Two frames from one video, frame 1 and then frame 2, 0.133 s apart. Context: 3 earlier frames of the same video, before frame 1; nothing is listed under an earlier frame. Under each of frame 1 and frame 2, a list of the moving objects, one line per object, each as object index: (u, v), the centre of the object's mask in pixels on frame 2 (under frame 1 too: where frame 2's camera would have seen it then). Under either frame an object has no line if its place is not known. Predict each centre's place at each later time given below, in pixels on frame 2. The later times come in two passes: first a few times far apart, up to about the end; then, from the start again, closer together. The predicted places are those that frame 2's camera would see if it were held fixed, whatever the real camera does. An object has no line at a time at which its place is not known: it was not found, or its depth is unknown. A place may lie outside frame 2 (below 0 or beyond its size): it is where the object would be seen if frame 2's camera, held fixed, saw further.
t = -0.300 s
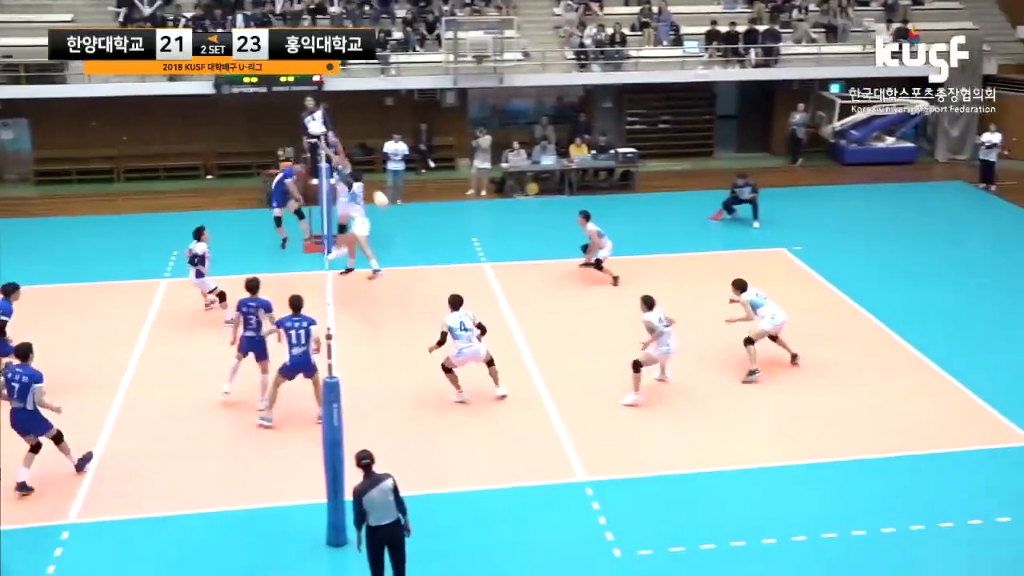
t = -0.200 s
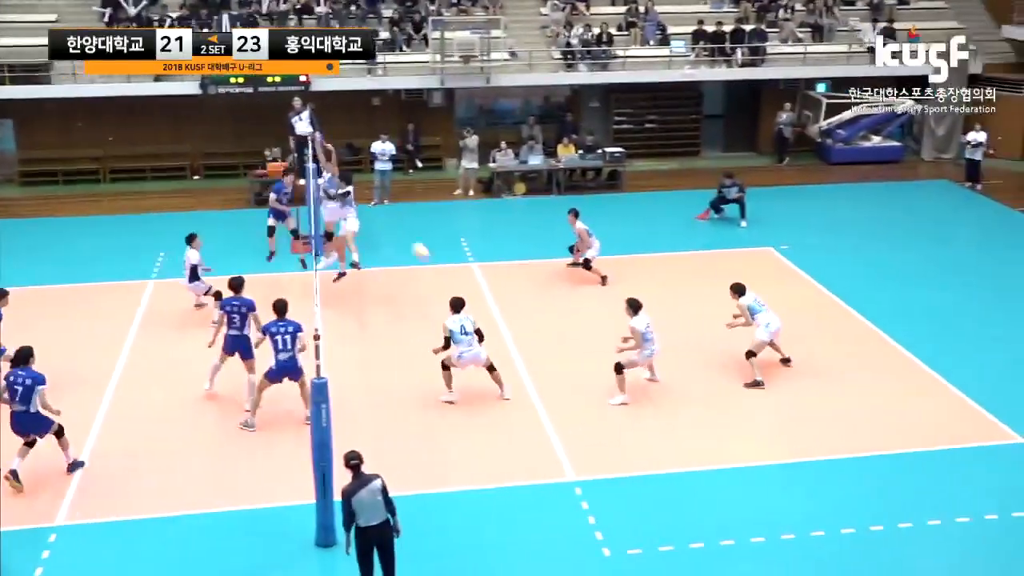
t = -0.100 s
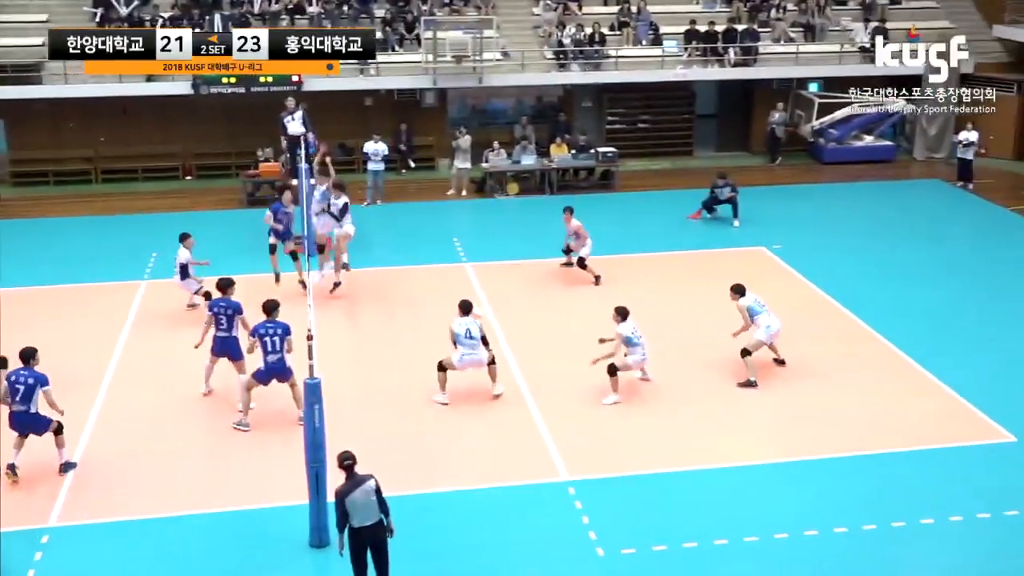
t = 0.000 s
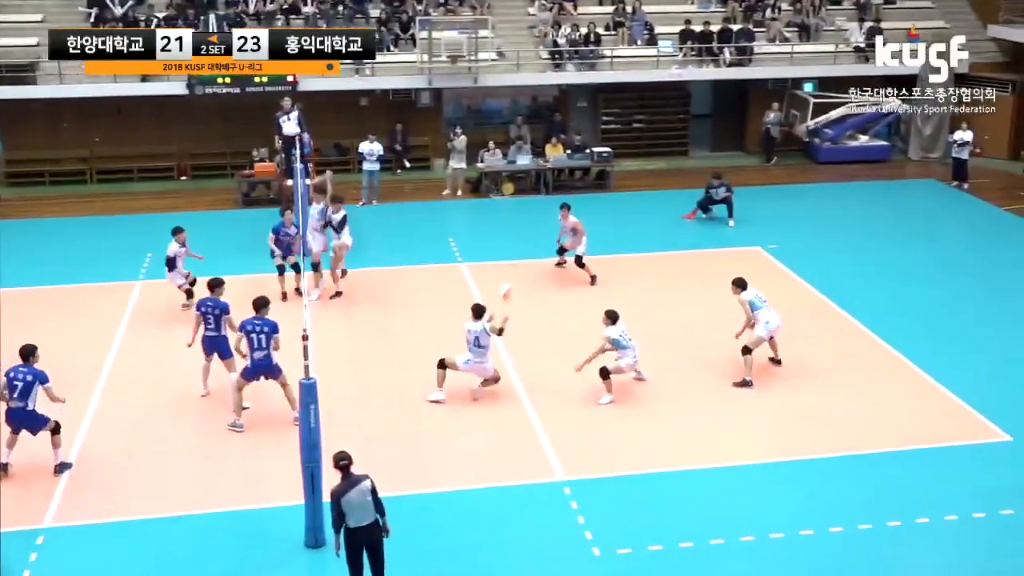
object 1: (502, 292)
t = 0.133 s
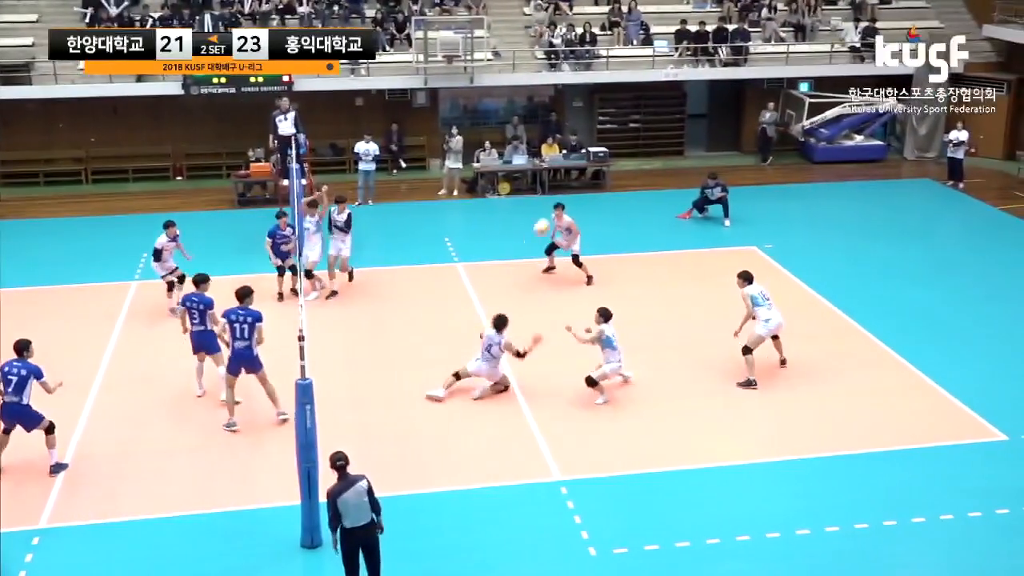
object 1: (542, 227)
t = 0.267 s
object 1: (577, 177)
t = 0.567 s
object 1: (654, 114)
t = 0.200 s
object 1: (559, 199)
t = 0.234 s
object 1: (569, 187)
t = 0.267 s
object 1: (577, 177)
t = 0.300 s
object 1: (586, 167)
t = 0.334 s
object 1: (596, 156)
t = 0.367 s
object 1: (604, 147)
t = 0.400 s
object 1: (613, 141)
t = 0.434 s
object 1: (621, 134)
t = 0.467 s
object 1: (629, 128)
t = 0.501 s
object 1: (638, 123)
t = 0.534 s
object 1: (646, 118)
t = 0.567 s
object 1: (654, 114)
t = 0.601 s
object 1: (662, 111)
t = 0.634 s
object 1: (669, 108)
